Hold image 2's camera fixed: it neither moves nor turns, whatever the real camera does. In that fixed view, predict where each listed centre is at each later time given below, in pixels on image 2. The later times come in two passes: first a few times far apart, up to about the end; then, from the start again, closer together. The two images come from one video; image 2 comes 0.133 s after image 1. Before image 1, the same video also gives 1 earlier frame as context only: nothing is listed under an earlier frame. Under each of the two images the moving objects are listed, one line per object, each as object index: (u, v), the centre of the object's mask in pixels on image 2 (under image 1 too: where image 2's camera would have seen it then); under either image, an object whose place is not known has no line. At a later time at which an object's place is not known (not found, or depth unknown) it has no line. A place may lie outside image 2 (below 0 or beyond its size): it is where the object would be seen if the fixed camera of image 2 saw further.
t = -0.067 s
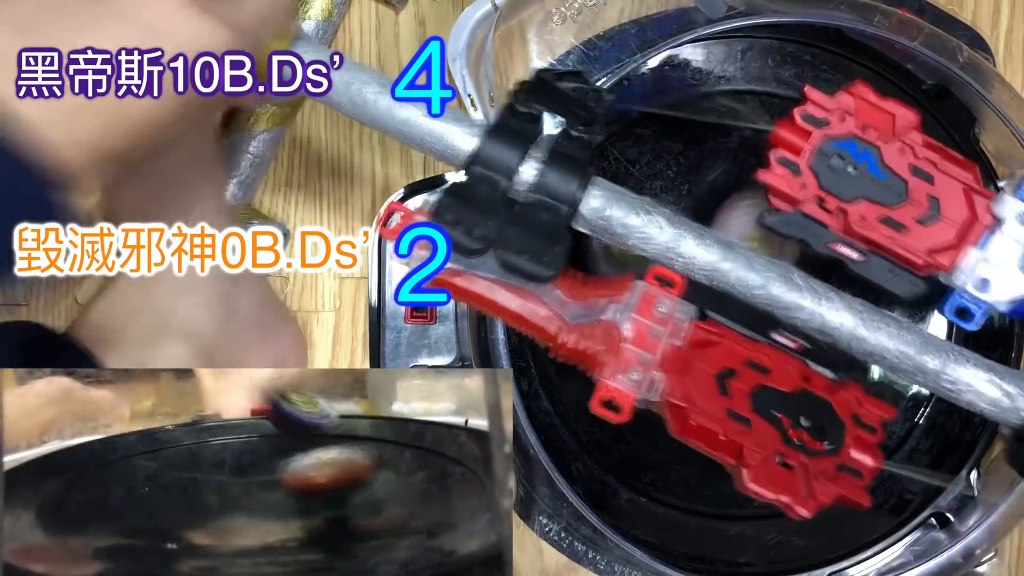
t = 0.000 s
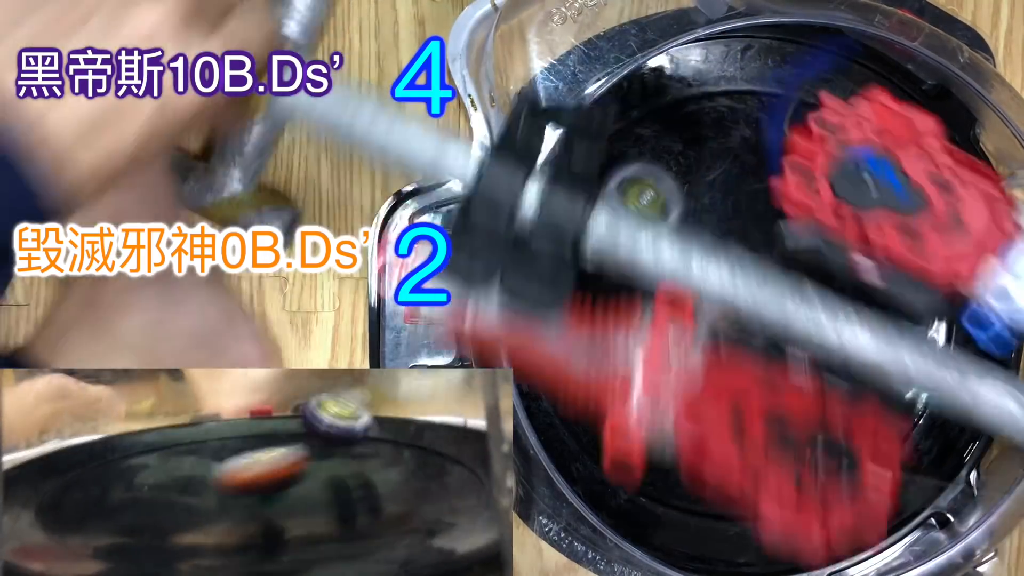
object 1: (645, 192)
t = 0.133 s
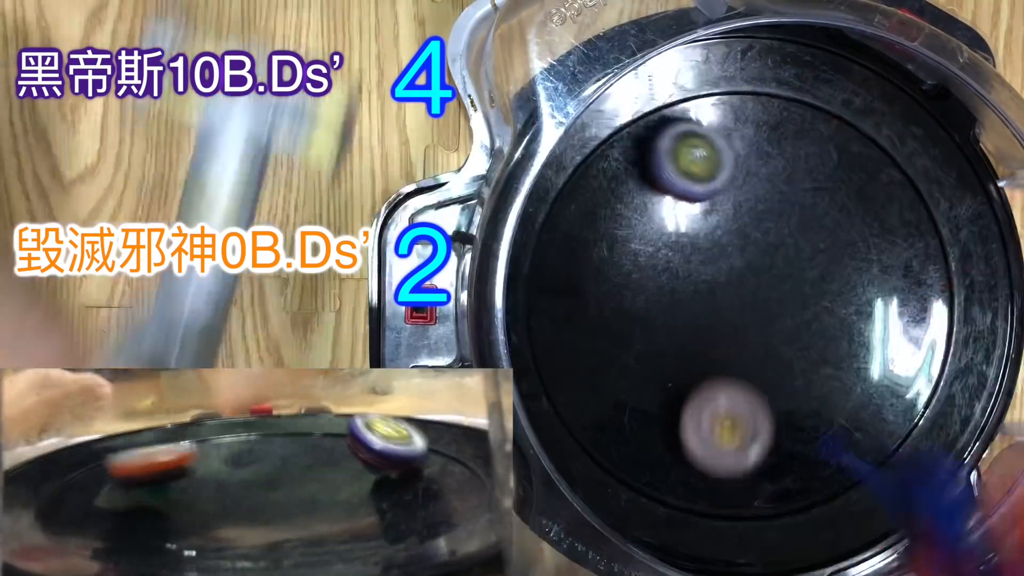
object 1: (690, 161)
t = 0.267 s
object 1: (751, 187)
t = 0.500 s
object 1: (783, 320)
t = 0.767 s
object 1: (631, 219)
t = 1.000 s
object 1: (583, 218)
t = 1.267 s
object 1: (649, 133)
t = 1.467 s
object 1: (824, 169)
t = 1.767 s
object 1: (549, 356)
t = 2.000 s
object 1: (686, 499)
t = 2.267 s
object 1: (919, 217)
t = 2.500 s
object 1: (713, 77)
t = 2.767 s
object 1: (664, 278)
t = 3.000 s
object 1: (961, 169)
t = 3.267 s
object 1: (571, 193)
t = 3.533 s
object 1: (609, 399)
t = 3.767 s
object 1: (792, 348)
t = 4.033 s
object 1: (854, 181)
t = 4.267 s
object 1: (768, 122)
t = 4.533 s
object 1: (755, 245)
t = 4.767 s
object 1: (844, 306)
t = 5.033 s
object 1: (899, 306)
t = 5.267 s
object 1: (844, 317)
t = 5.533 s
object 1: (750, 414)
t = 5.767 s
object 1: (772, 451)
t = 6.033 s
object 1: (732, 322)
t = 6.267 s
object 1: (639, 258)
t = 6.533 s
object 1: (583, 288)
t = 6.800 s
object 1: (683, 322)
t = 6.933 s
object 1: (747, 279)
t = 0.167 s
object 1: (707, 160)
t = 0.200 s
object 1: (722, 165)
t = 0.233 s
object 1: (738, 174)
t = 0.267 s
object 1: (751, 187)
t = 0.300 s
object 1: (761, 204)
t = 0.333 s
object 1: (771, 223)
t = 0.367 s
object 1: (777, 243)
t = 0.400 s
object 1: (784, 265)
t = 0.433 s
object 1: (785, 287)
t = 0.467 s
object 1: (786, 306)
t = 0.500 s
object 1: (783, 320)
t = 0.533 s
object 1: (767, 312)
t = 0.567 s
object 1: (747, 301)
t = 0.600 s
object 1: (728, 288)
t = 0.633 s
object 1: (708, 274)
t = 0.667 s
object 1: (690, 259)
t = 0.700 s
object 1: (669, 244)
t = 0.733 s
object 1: (648, 231)
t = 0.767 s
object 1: (631, 219)
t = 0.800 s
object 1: (615, 209)
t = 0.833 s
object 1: (602, 201)
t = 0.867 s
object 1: (592, 199)
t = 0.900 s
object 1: (581, 196)
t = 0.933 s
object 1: (578, 198)
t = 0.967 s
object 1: (578, 206)
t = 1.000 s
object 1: (583, 218)
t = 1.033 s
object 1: (591, 232)
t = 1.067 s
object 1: (589, 230)
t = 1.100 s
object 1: (566, 199)
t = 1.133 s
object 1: (563, 174)
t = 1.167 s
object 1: (580, 156)
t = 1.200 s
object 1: (600, 143)
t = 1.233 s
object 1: (623, 135)
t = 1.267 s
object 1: (649, 133)
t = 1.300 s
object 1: (681, 139)
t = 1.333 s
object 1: (715, 149)
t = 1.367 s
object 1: (743, 161)
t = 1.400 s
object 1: (776, 179)
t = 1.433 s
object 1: (804, 200)
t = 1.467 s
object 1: (824, 169)
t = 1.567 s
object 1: (765, 100)
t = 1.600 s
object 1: (709, 139)
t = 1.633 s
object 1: (653, 182)
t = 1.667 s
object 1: (616, 230)
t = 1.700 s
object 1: (583, 272)
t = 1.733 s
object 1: (558, 314)
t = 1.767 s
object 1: (549, 356)
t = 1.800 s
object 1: (546, 394)
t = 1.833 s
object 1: (546, 433)
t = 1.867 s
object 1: (563, 461)
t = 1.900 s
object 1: (591, 479)
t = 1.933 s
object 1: (621, 491)
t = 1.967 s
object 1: (651, 500)
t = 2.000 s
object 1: (686, 499)
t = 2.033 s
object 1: (722, 489)
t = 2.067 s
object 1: (757, 471)
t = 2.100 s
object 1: (792, 445)
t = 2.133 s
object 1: (826, 409)
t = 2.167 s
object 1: (851, 368)
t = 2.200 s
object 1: (882, 314)
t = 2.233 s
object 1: (907, 261)
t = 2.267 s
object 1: (919, 217)
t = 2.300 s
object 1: (920, 170)
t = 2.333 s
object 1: (911, 124)
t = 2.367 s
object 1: (893, 92)
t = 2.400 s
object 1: (855, 78)
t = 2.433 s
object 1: (809, 73)
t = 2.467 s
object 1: (762, 72)
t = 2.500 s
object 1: (713, 77)
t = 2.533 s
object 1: (655, 93)
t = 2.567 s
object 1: (615, 112)
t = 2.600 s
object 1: (584, 134)
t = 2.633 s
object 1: (569, 162)
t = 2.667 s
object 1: (581, 183)
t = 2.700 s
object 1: (601, 209)
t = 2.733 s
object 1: (631, 244)
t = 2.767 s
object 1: (664, 278)
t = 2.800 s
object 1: (700, 311)
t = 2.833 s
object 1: (734, 341)
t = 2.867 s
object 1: (773, 360)
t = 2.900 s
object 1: (824, 322)
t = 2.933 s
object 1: (878, 266)
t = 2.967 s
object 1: (926, 218)
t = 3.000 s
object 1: (961, 169)
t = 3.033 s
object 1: (943, 151)
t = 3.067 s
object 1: (893, 151)
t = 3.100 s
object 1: (834, 151)
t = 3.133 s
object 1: (779, 152)
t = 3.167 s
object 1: (719, 159)
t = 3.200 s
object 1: (651, 168)
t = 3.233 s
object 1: (605, 174)
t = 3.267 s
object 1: (571, 193)
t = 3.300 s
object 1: (546, 215)
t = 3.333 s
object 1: (534, 249)
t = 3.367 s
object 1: (536, 282)
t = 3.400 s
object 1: (540, 313)
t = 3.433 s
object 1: (549, 342)
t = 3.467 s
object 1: (563, 367)
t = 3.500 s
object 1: (585, 386)
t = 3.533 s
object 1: (609, 399)
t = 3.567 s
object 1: (637, 406)
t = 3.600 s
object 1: (664, 406)
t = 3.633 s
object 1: (693, 403)
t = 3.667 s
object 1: (720, 394)
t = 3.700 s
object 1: (746, 382)
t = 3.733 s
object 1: (769, 366)
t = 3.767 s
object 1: (792, 348)
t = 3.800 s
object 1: (810, 328)
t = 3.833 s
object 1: (826, 307)
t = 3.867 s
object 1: (837, 286)
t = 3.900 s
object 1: (846, 263)
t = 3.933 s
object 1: (853, 242)
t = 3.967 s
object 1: (856, 219)
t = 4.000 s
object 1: (856, 199)
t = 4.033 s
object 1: (854, 181)
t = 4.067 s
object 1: (848, 165)
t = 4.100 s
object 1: (839, 152)
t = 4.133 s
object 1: (828, 141)
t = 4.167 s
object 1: (814, 131)
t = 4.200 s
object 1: (799, 124)
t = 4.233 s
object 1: (783, 119)
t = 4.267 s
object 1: (768, 122)
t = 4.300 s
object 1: (750, 129)
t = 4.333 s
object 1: (734, 143)
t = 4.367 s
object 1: (720, 163)
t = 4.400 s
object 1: (710, 186)
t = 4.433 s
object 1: (706, 212)
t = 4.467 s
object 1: (721, 221)
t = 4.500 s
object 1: (738, 232)
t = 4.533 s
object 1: (755, 245)
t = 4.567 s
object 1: (772, 257)
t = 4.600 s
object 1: (789, 270)
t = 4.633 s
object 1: (804, 281)
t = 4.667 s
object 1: (818, 289)
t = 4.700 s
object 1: (828, 297)
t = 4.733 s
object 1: (838, 303)
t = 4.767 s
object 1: (844, 306)
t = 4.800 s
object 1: (850, 309)
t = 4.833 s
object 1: (854, 311)
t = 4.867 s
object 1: (859, 311)
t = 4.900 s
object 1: (862, 312)
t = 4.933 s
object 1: (863, 312)
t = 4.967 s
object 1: (874, 309)
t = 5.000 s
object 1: (891, 307)
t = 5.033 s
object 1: (899, 306)
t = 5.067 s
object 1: (903, 306)
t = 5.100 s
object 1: (902, 305)
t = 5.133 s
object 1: (897, 305)
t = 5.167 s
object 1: (888, 305)
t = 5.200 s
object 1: (876, 306)
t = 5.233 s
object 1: (861, 310)
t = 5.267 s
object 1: (844, 317)
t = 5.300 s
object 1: (829, 327)
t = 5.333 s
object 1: (814, 336)
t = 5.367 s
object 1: (799, 349)
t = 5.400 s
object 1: (786, 362)
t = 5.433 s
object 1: (774, 374)
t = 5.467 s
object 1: (763, 388)
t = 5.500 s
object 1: (756, 402)
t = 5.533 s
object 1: (750, 414)
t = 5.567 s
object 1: (747, 427)
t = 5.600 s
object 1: (747, 437)
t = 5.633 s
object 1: (748, 445)
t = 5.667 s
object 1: (752, 452)
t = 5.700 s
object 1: (758, 455)
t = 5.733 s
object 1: (765, 455)
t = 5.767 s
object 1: (772, 451)
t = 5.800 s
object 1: (778, 442)
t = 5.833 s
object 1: (782, 430)
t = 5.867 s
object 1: (782, 411)
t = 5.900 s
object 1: (777, 392)
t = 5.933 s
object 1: (770, 373)
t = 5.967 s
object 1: (758, 354)
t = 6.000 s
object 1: (746, 338)
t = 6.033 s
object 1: (732, 322)
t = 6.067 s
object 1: (719, 309)
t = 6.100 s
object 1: (704, 296)
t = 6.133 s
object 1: (691, 286)
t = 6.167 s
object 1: (677, 277)
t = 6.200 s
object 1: (663, 270)
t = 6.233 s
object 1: (652, 264)
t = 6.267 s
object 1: (639, 258)
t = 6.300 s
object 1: (627, 255)
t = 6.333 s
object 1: (615, 254)
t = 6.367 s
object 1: (606, 252)
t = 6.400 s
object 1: (596, 254)
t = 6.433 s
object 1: (588, 258)
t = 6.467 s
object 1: (582, 266)
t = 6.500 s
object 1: (581, 276)
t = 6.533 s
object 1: (583, 288)
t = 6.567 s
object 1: (589, 302)
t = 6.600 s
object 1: (589, 313)
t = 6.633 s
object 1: (596, 323)
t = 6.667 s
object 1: (608, 331)
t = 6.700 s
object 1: (626, 334)
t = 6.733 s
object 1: (645, 334)
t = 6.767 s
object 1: (664, 330)
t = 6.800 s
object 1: (683, 322)
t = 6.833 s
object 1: (700, 313)
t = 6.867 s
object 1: (718, 302)
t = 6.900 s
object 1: (732, 290)
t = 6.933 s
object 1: (747, 279)
